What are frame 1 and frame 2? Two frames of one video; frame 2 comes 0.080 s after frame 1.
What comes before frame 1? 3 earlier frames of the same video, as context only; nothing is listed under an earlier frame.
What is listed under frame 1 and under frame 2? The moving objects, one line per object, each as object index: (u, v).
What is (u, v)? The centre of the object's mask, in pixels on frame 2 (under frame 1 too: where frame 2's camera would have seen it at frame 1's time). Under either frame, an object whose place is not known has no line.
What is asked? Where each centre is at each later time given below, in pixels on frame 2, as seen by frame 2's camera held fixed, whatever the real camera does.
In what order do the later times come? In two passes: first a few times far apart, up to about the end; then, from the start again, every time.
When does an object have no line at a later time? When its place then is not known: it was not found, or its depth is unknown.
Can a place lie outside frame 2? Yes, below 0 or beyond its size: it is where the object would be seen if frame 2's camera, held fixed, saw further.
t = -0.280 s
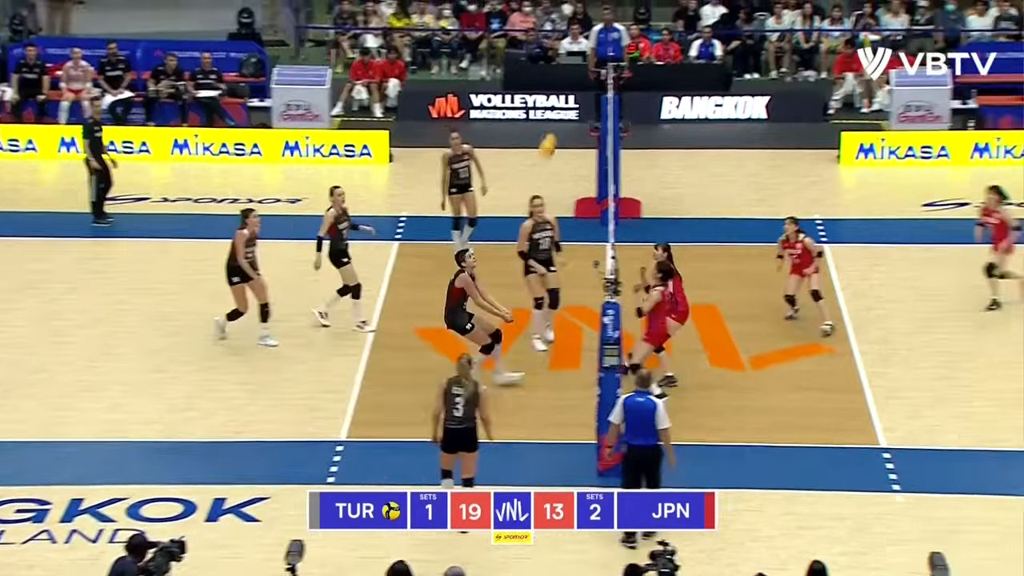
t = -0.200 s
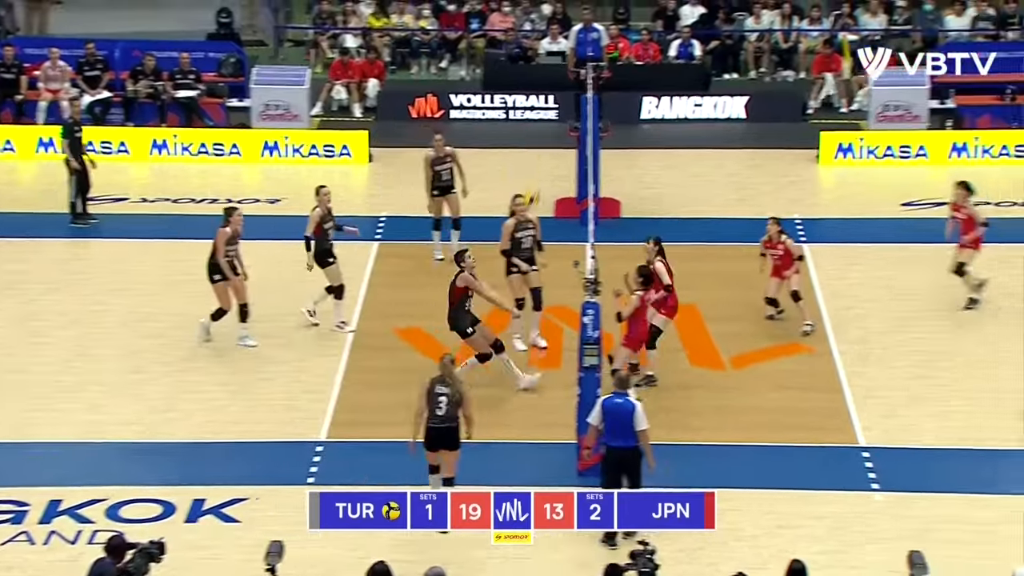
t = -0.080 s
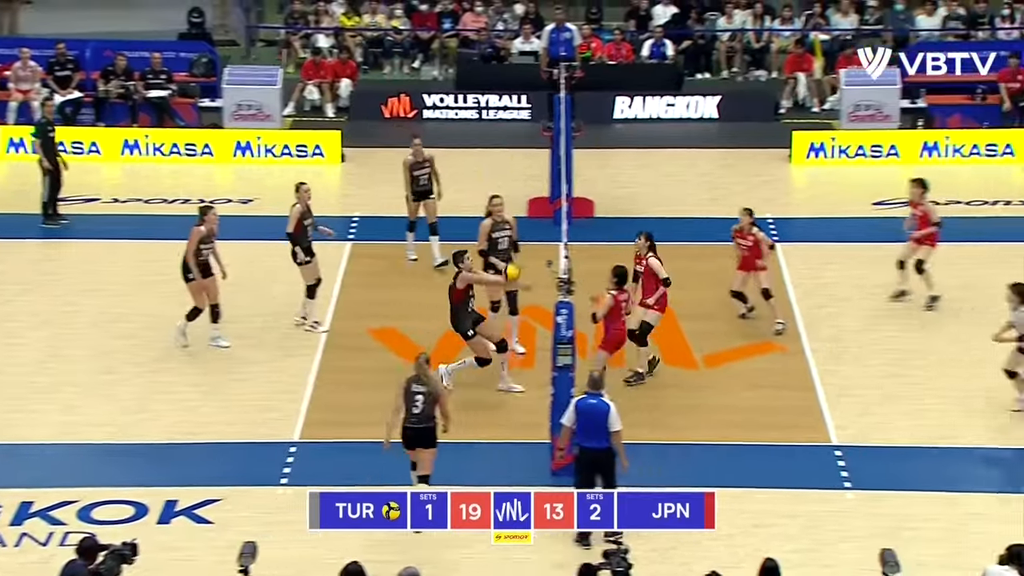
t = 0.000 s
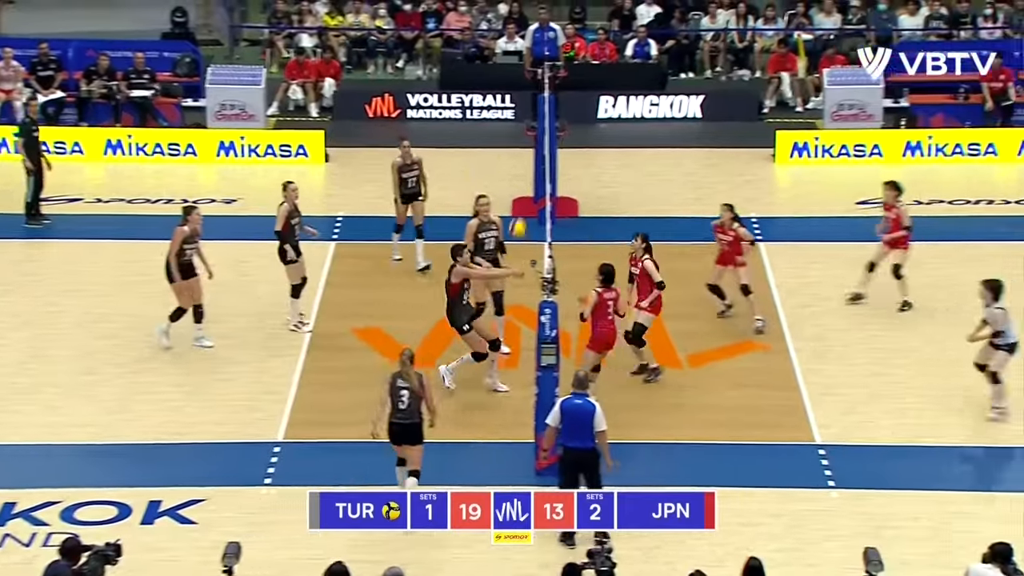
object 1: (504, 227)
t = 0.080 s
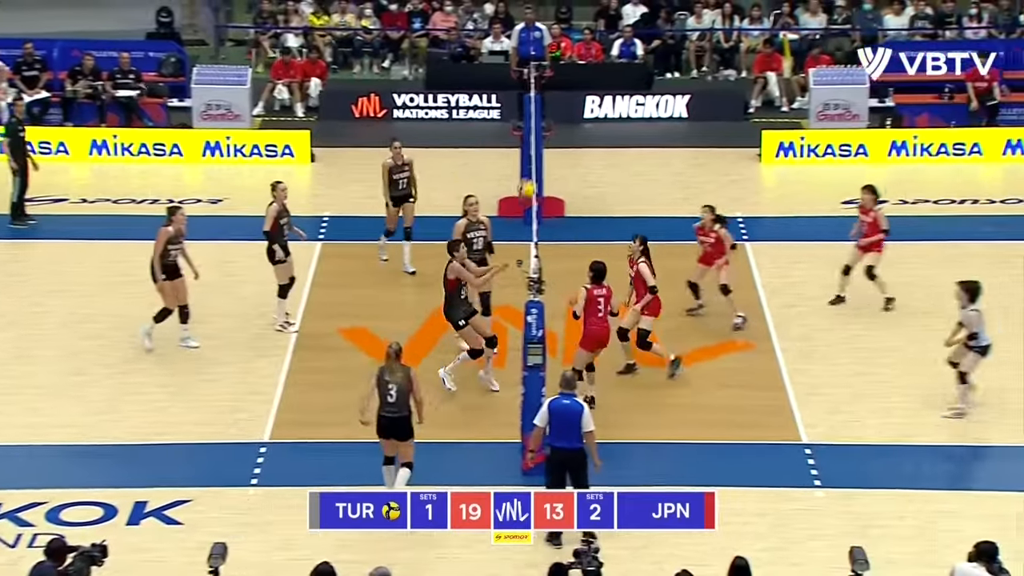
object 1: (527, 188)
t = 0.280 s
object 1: (579, 113)
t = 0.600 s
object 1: (664, 65)
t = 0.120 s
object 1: (536, 171)
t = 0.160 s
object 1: (548, 154)
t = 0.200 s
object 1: (558, 139)
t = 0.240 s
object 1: (570, 125)
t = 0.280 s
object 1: (579, 113)
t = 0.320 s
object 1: (590, 102)
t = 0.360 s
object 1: (602, 93)
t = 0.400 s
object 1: (612, 85)
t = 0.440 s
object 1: (622, 79)
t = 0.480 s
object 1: (632, 75)
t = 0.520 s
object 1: (642, 70)
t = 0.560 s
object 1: (652, 67)
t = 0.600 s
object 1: (664, 65)
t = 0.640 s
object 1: (673, 66)
